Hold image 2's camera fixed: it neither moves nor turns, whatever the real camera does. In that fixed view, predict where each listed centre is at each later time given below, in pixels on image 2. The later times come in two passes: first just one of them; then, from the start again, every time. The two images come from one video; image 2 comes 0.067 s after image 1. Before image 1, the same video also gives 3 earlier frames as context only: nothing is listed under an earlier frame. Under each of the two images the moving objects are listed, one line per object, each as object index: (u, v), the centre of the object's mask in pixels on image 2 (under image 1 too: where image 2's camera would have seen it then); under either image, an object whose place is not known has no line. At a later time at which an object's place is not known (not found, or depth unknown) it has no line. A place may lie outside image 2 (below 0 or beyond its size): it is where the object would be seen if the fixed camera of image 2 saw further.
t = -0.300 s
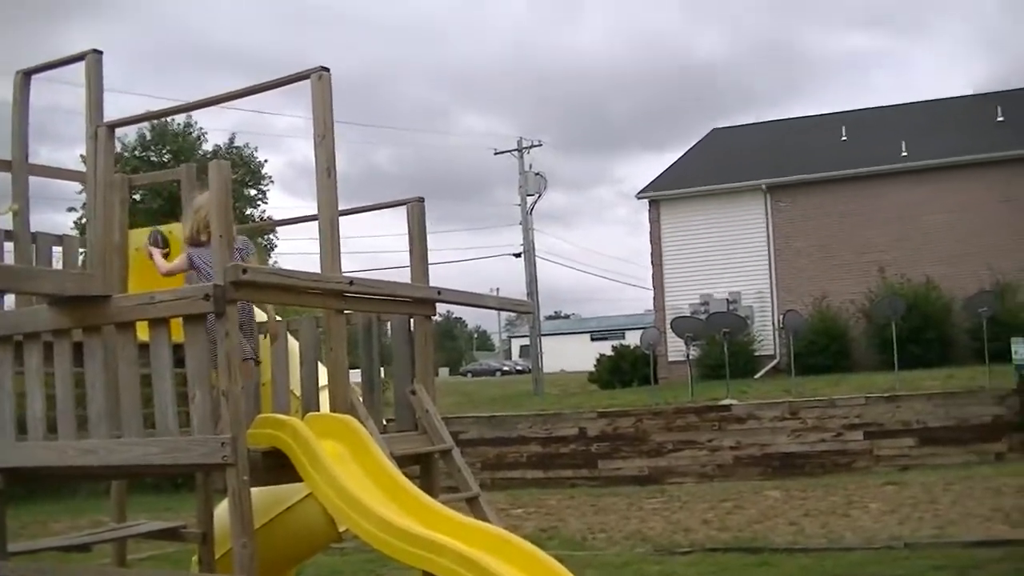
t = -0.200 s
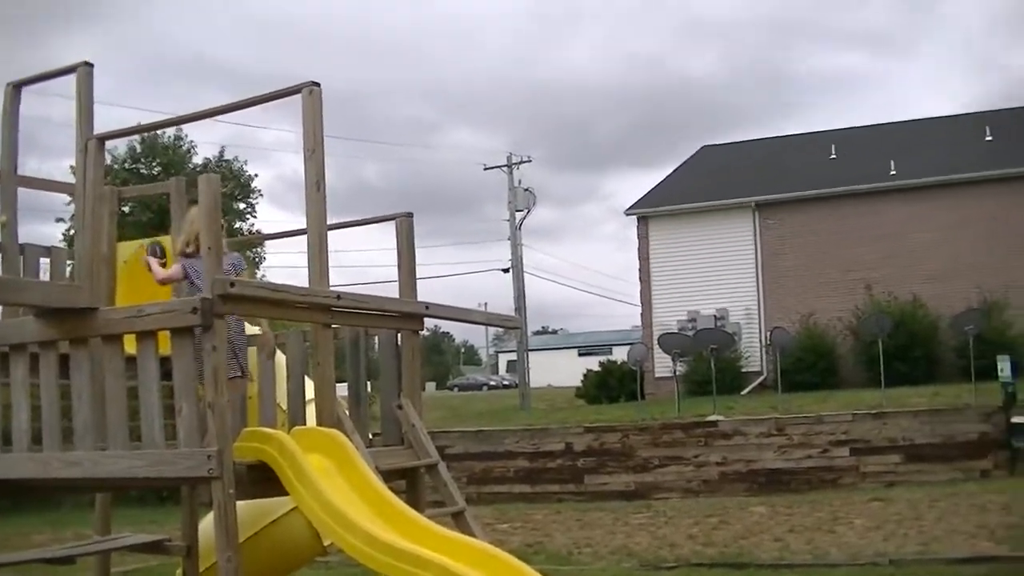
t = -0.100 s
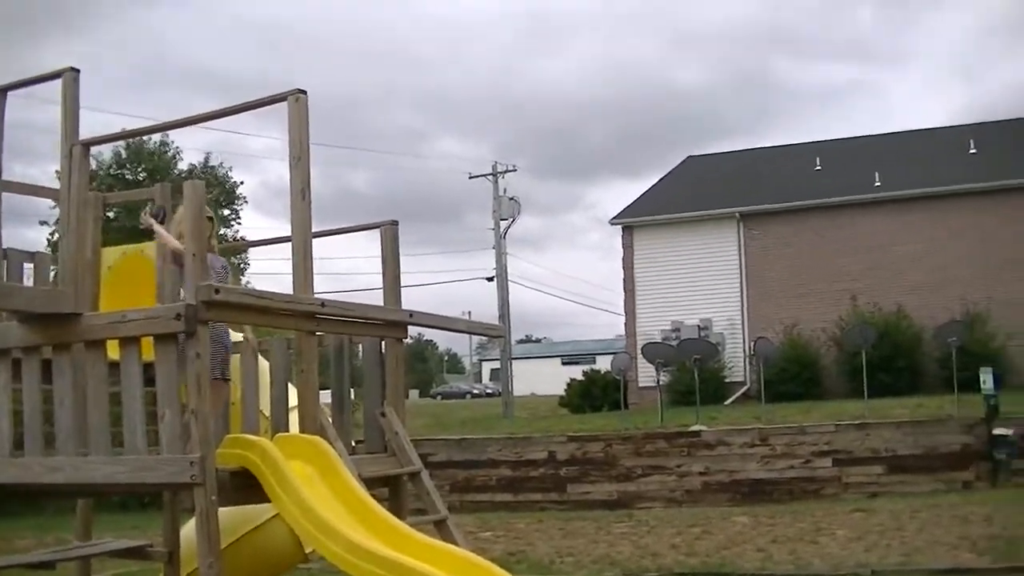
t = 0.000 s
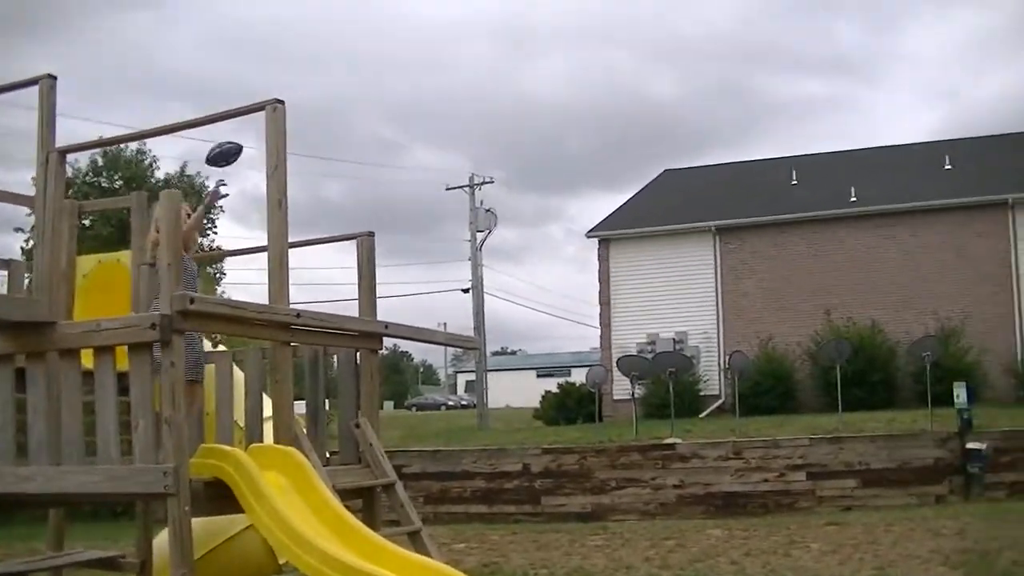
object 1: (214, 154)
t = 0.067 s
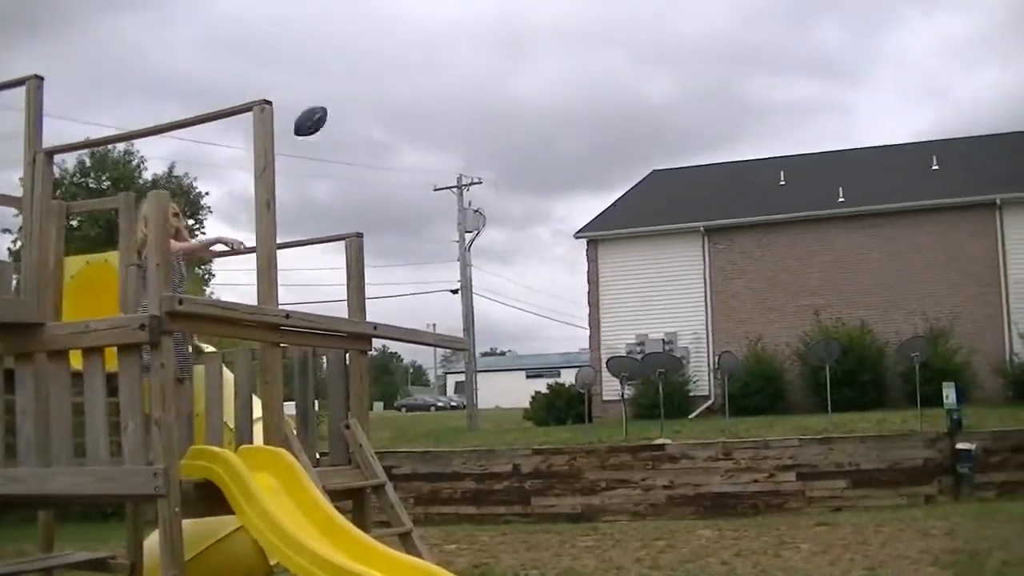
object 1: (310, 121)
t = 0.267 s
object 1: (629, 65)
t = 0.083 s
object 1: (335, 114)
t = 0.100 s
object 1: (361, 107)
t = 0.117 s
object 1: (387, 100)
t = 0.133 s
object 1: (413, 94)
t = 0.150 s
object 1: (440, 89)
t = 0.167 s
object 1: (466, 84)
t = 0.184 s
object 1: (493, 79)
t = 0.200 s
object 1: (520, 75)
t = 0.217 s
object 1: (547, 72)
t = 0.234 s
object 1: (574, 69)
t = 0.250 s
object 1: (601, 67)
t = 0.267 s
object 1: (629, 65)
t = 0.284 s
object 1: (658, 64)
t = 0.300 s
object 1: (688, 61)
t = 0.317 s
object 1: (719, 60)
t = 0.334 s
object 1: (751, 60)
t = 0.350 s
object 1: (782, 61)
